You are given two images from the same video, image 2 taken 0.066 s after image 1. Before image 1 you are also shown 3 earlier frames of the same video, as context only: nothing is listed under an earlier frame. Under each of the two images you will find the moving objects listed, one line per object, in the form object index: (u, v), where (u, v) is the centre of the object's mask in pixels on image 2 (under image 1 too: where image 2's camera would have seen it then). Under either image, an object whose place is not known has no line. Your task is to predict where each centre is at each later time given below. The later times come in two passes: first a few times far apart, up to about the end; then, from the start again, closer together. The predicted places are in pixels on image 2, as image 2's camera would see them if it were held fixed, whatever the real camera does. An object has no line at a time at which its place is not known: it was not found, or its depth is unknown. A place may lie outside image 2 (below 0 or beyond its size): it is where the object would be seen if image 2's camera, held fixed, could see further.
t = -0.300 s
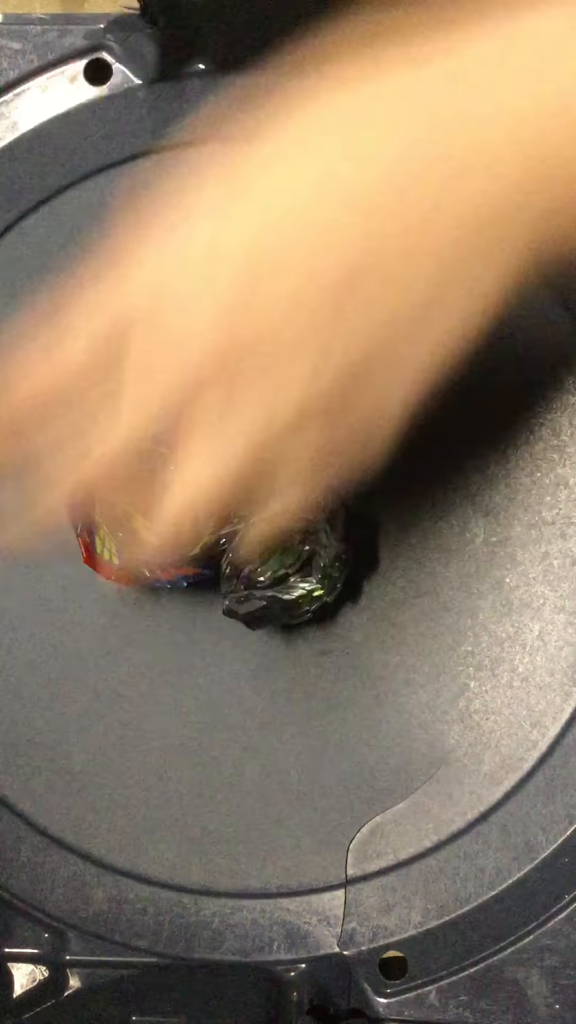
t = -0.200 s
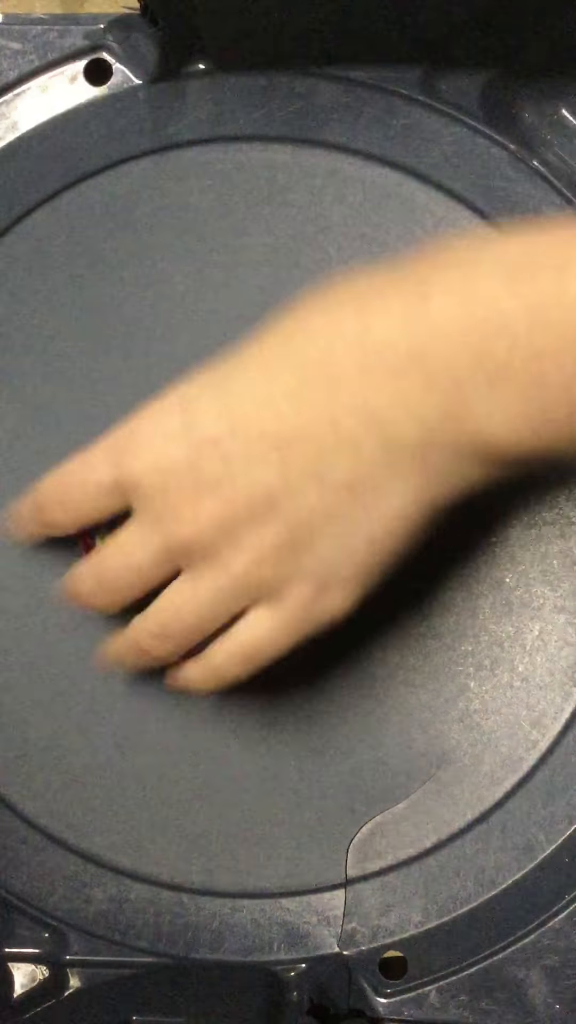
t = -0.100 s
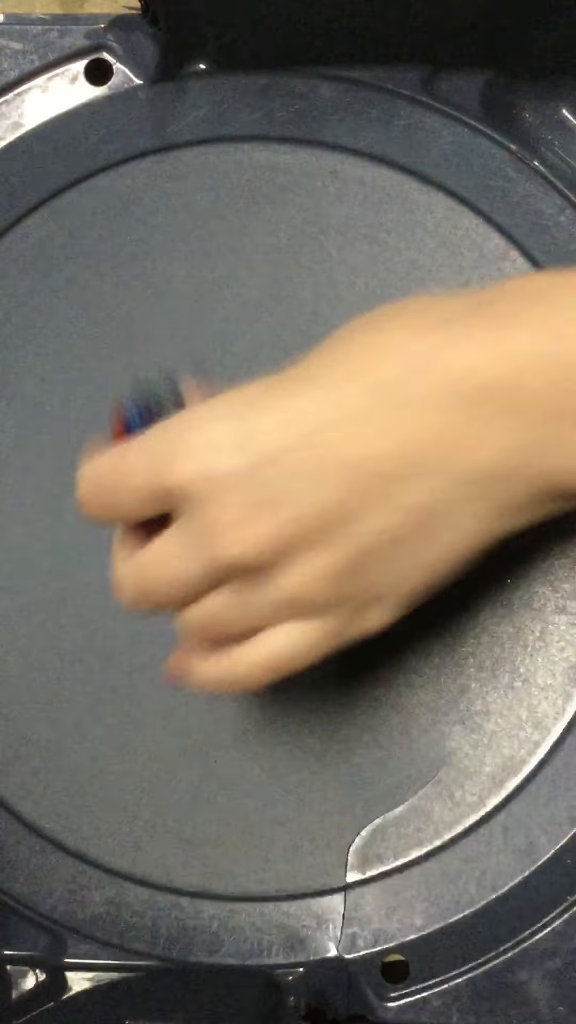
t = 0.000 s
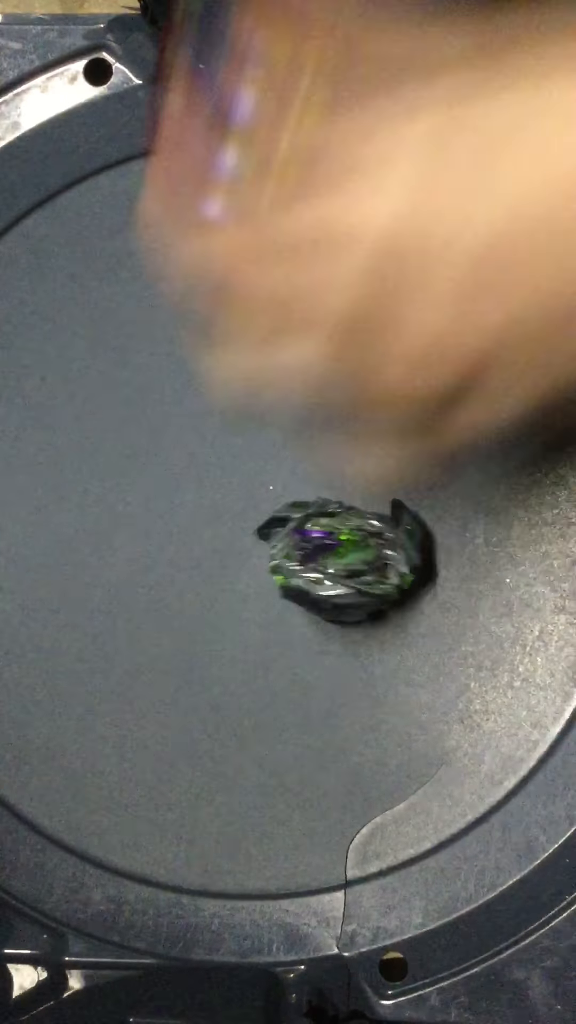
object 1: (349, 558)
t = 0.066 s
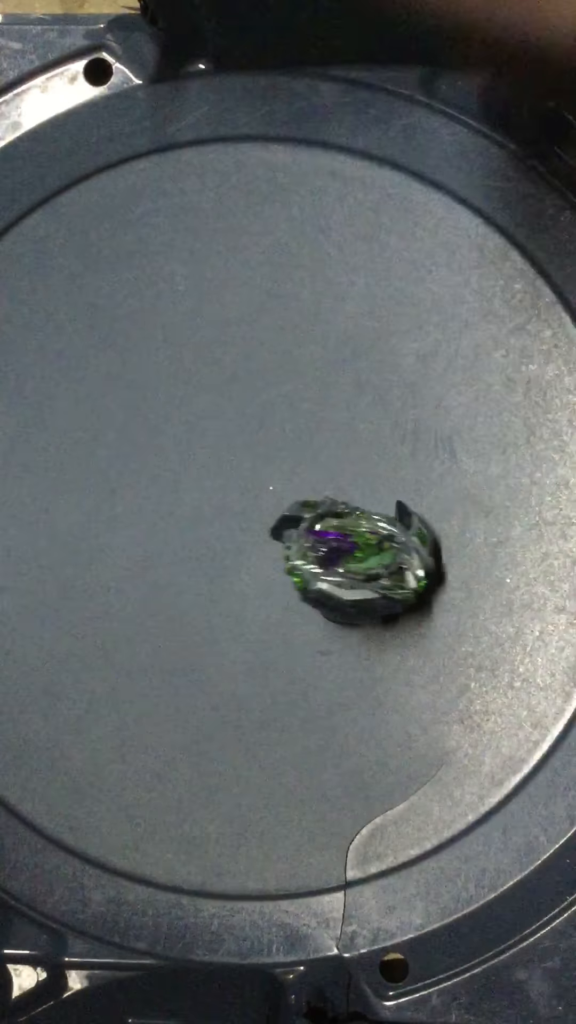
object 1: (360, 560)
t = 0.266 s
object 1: (360, 561)
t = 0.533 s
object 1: (318, 562)
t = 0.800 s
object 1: (279, 592)
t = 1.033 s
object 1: (276, 596)
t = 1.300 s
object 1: (291, 577)
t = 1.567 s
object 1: (283, 585)
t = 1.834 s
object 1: (284, 582)
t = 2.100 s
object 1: (285, 580)
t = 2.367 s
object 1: (286, 579)
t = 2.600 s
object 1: (285, 579)
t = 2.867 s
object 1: (286, 579)
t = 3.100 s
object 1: (285, 579)
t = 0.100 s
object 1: (365, 562)
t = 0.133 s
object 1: (369, 564)
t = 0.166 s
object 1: (369, 565)
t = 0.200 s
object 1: (367, 563)
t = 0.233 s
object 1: (364, 562)
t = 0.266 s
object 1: (360, 561)
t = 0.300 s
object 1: (356, 560)
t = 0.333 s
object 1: (353, 560)
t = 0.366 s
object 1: (348, 559)
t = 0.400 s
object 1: (342, 557)
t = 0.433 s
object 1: (336, 558)
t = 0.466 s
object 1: (330, 559)
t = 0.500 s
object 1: (324, 560)
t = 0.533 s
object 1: (318, 562)
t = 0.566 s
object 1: (312, 565)
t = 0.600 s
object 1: (306, 568)
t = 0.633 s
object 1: (300, 571)
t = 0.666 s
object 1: (295, 574)
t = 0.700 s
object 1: (290, 579)
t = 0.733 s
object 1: (285, 584)
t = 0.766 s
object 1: (282, 589)
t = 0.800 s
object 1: (279, 592)
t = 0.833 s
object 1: (275, 596)
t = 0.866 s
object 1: (273, 601)
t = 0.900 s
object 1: (272, 605)
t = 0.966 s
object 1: (272, 603)
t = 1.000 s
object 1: (274, 600)
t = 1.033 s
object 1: (276, 596)
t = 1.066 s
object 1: (278, 593)
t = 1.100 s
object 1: (279, 592)
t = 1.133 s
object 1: (281, 590)
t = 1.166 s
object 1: (282, 588)
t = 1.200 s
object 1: (284, 585)
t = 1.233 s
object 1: (287, 581)
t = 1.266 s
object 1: (289, 579)
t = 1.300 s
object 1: (291, 577)
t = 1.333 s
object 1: (291, 577)
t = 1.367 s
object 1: (291, 576)
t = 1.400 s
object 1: (291, 577)
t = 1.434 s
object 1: (290, 577)
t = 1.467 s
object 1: (288, 579)
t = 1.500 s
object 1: (285, 582)
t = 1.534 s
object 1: (284, 584)
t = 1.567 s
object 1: (283, 585)
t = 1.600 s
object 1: (283, 585)
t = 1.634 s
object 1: (284, 583)
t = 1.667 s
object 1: (286, 581)
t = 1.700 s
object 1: (288, 579)
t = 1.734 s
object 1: (288, 578)
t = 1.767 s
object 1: (288, 578)
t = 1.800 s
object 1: (286, 580)
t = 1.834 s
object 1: (284, 582)
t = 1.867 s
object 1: (284, 582)
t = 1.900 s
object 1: (285, 582)
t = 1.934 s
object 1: (286, 579)
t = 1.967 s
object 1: (287, 578)
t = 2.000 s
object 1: (287, 579)
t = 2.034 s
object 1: (285, 580)
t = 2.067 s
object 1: (285, 581)
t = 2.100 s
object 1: (285, 580)
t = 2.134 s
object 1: (286, 579)
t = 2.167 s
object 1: (286, 579)
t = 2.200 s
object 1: (285, 580)
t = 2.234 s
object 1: (286, 579)
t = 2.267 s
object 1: (286, 579)
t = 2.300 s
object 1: (285, 579)
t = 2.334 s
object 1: (285, 579)
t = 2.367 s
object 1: (286, 579)
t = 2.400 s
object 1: (285, 579)
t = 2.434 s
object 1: (286, 579)
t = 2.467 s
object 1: (285, 579)
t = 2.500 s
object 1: (285, 579)
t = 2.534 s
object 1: (285, 579)
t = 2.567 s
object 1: (285, 579)
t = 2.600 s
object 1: (285, 579)
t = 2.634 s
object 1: (285, 579)
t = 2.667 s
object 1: (285, 579)
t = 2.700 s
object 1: (285, 579)
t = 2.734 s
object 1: (286, 579)
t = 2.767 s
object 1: (286, 579)
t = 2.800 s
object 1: (285, 579)
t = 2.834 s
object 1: (285, 579)
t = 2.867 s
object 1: (286, 579)
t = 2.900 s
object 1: (286, 579)
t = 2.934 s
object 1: (286, 579)
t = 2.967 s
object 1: (286, 579)
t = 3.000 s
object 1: (286, 579)
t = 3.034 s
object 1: (286, 579)
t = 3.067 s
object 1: (286, 579)
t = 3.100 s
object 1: (285, 579)
